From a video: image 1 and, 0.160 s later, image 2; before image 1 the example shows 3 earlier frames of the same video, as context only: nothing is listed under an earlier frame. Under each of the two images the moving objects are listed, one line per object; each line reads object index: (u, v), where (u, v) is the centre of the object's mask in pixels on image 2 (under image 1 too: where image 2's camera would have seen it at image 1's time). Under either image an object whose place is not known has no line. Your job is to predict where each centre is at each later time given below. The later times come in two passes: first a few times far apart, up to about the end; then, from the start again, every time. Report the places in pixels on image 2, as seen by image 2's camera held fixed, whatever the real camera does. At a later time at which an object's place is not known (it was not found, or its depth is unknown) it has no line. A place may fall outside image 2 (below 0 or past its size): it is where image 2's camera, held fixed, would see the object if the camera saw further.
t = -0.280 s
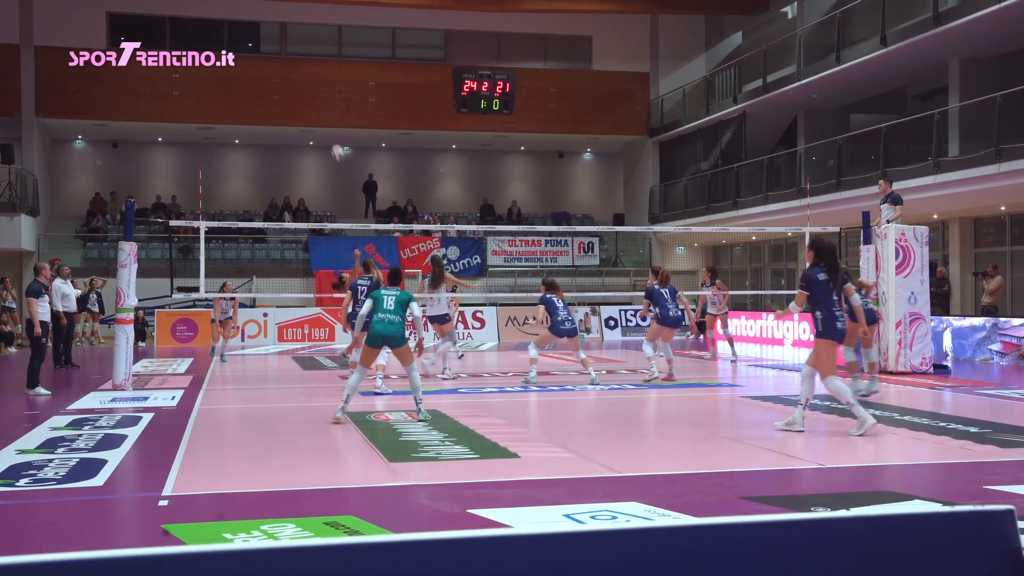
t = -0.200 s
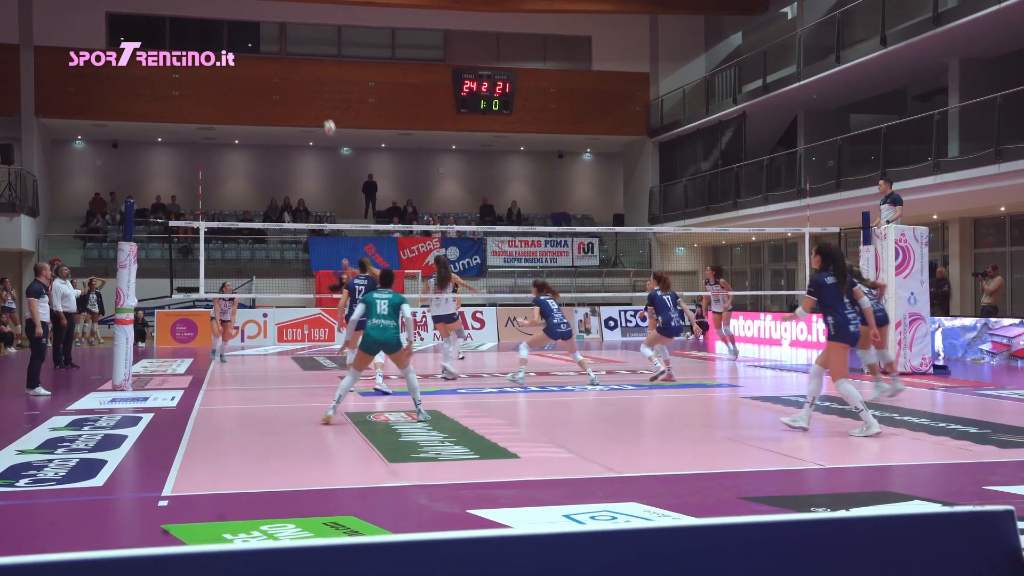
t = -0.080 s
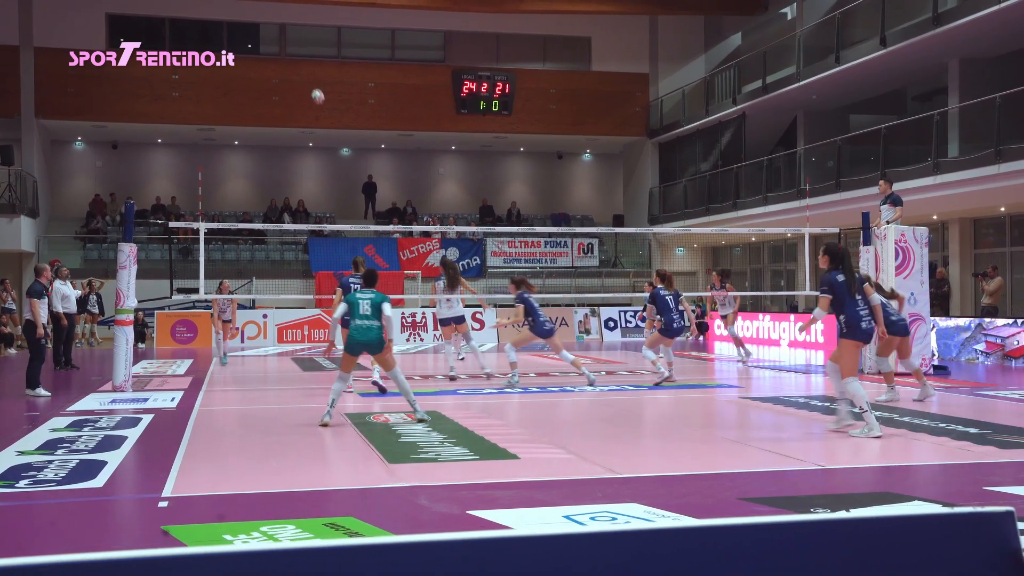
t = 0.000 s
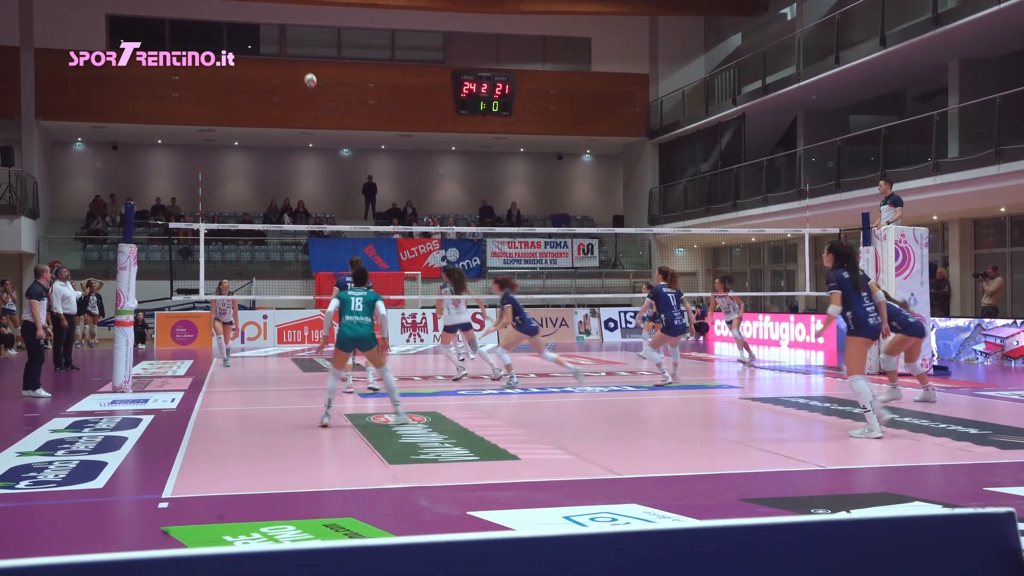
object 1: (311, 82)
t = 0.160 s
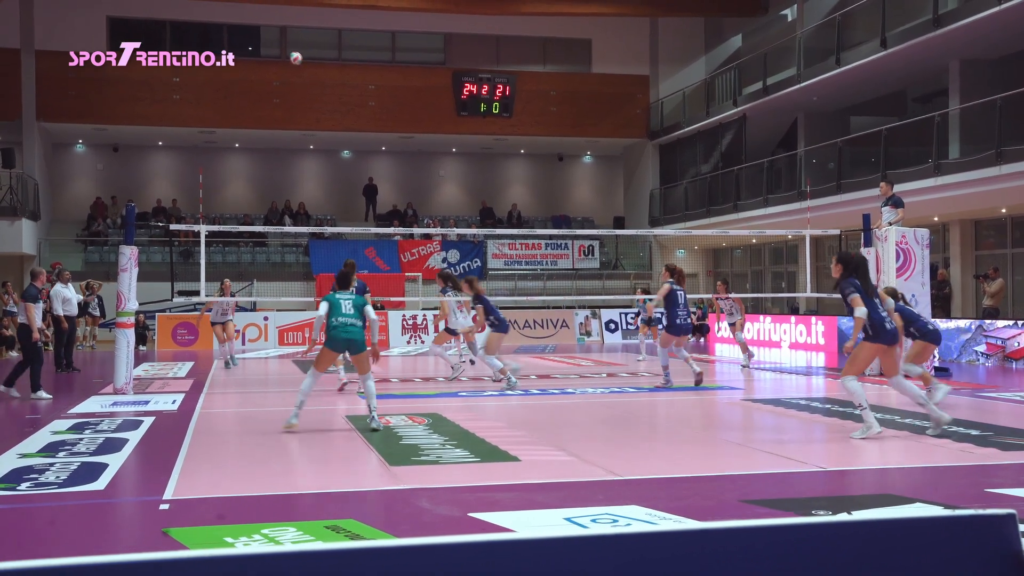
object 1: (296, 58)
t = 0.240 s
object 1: (288, 52)
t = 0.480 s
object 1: (266, 53)
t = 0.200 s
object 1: (292, 54)
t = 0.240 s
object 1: (288, 52)
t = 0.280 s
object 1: (284, 50)
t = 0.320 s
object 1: (281, 49)
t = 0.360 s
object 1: (277, 48)
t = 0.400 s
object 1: (273, 49)
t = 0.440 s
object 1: (270, 51)
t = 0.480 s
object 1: (266, 53)
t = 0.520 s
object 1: (262, 57)
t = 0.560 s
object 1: (258, 61)
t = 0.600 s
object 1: (255, 66)
